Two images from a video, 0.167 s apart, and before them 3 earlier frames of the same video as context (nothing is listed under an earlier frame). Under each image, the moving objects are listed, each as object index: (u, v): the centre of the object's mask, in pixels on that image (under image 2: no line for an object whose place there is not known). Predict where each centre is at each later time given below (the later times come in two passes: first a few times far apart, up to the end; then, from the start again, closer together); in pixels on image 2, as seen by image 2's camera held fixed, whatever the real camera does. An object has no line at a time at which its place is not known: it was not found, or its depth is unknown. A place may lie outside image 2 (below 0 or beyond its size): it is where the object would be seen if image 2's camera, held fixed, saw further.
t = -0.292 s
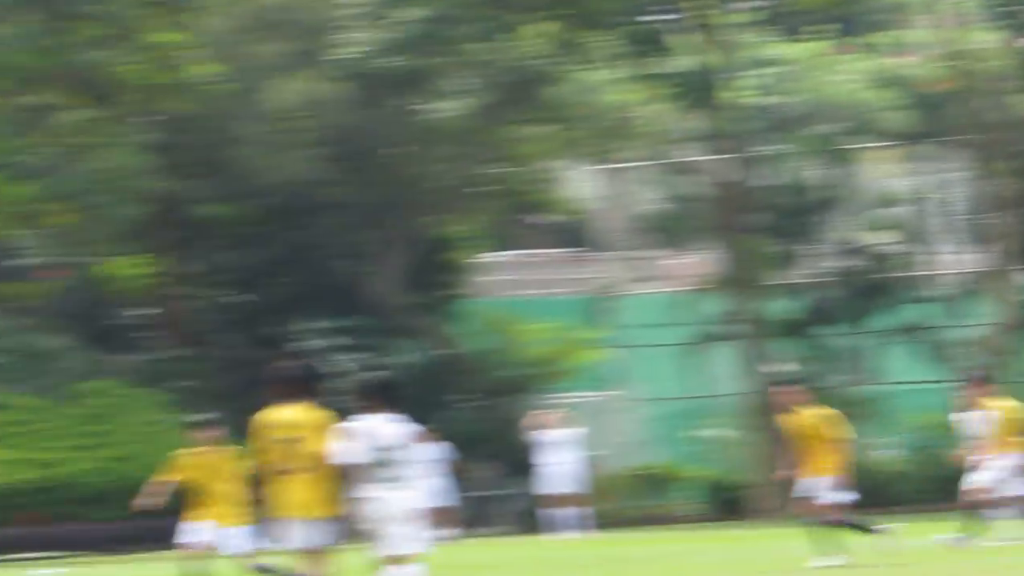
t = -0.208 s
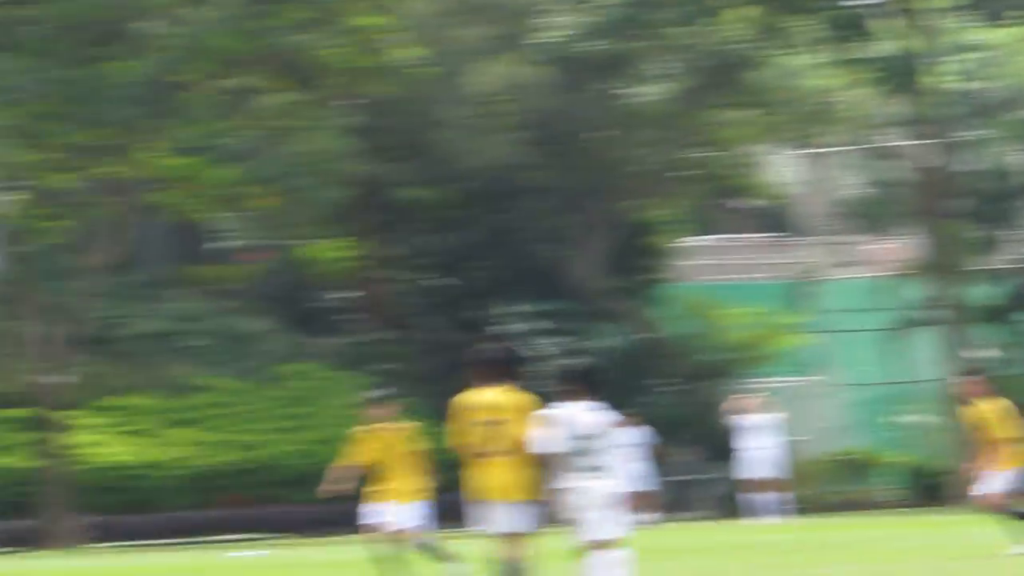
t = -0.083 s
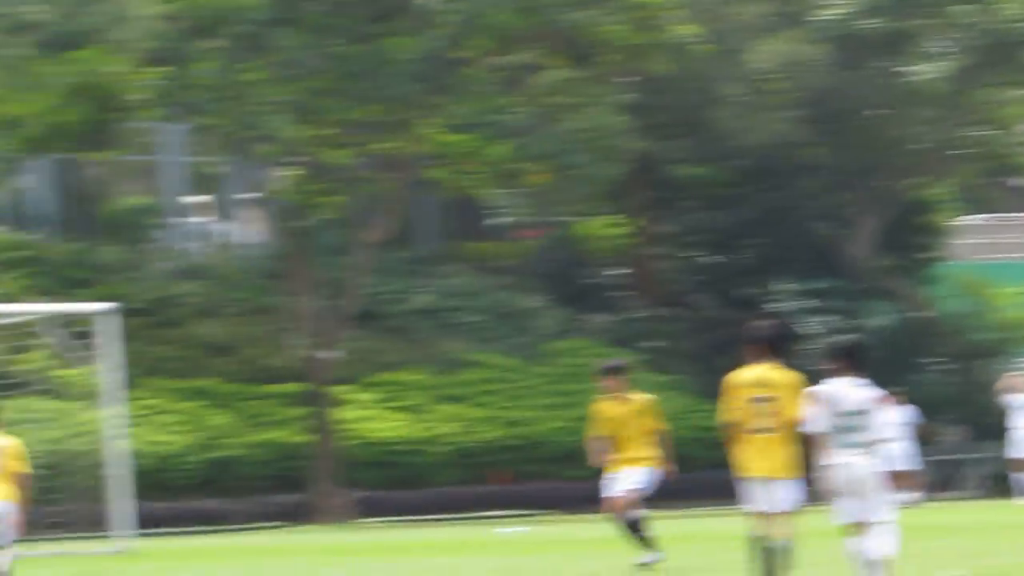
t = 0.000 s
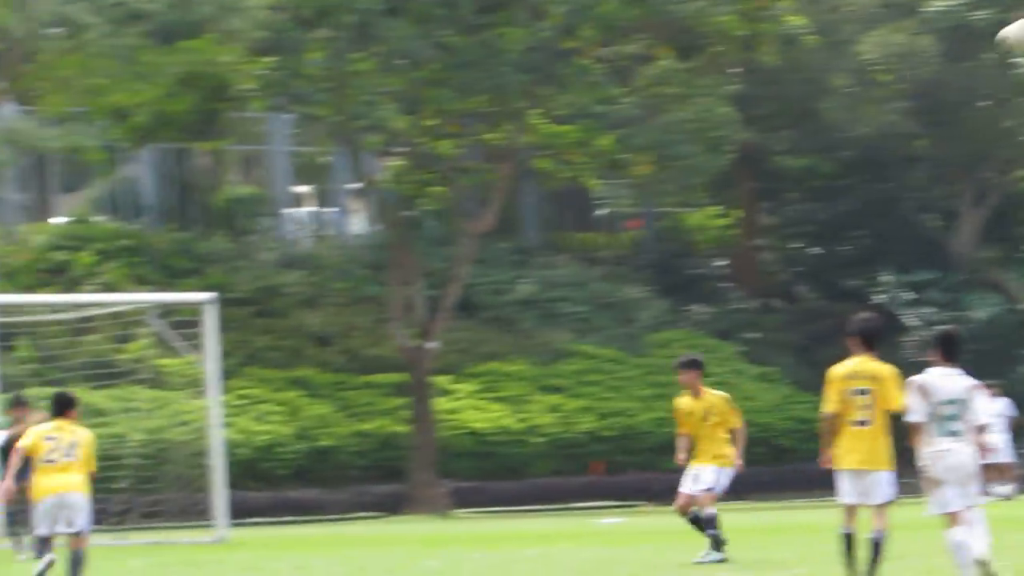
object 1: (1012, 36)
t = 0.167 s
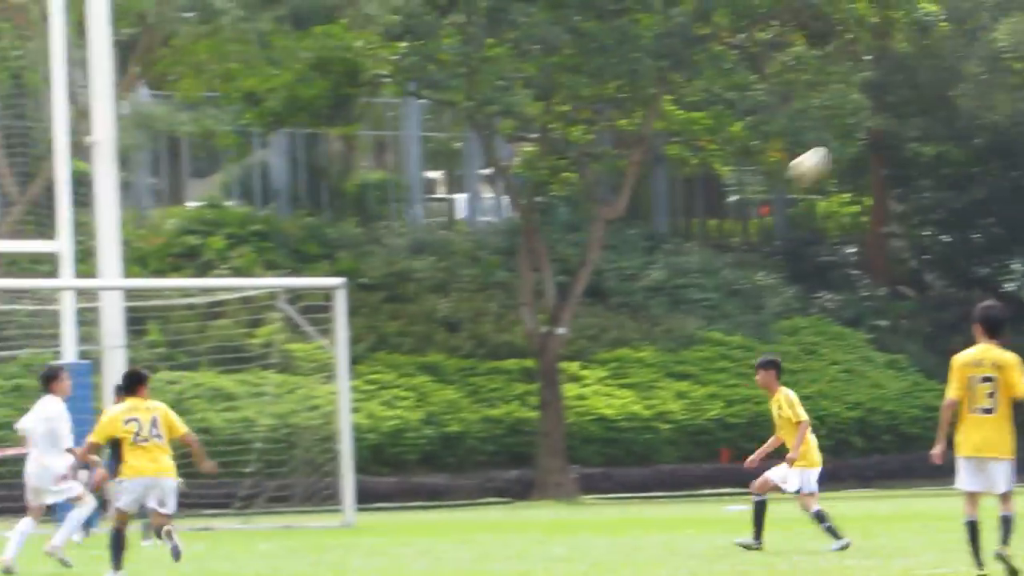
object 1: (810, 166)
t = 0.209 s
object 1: (726, 204)
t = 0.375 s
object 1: (415, 372)
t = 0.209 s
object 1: (726, 204)
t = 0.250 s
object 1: (649, 243)
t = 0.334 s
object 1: (492, 329)
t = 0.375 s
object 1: (415, 372)
